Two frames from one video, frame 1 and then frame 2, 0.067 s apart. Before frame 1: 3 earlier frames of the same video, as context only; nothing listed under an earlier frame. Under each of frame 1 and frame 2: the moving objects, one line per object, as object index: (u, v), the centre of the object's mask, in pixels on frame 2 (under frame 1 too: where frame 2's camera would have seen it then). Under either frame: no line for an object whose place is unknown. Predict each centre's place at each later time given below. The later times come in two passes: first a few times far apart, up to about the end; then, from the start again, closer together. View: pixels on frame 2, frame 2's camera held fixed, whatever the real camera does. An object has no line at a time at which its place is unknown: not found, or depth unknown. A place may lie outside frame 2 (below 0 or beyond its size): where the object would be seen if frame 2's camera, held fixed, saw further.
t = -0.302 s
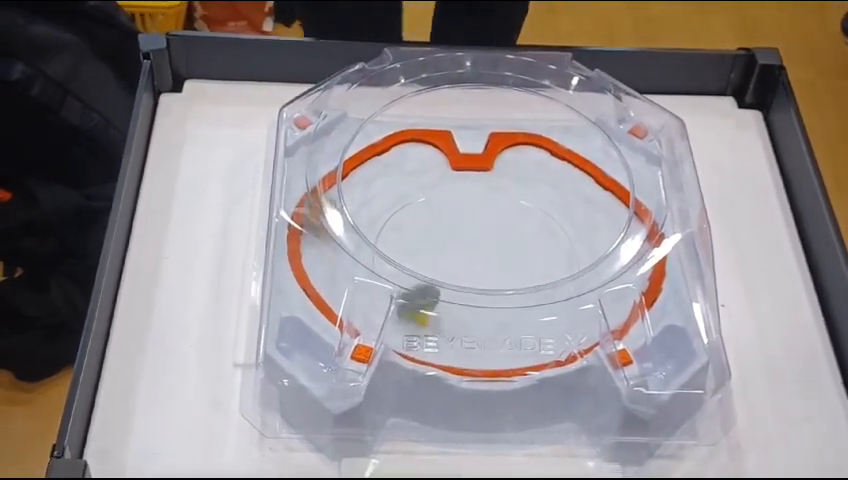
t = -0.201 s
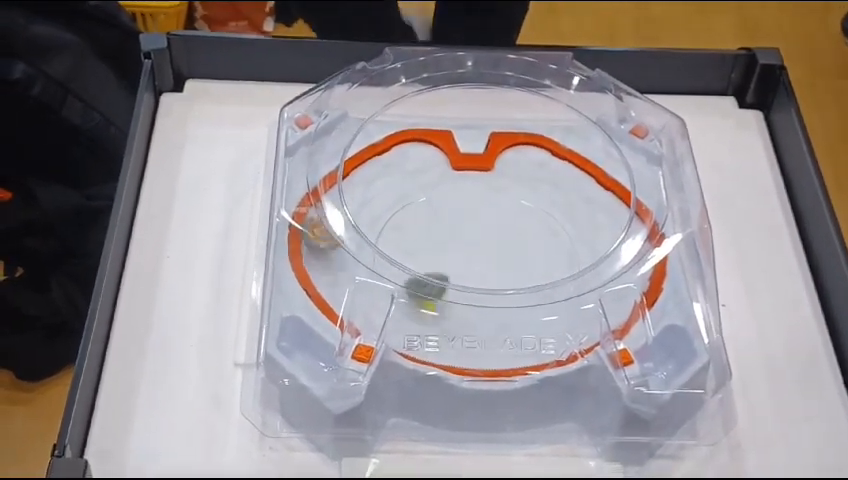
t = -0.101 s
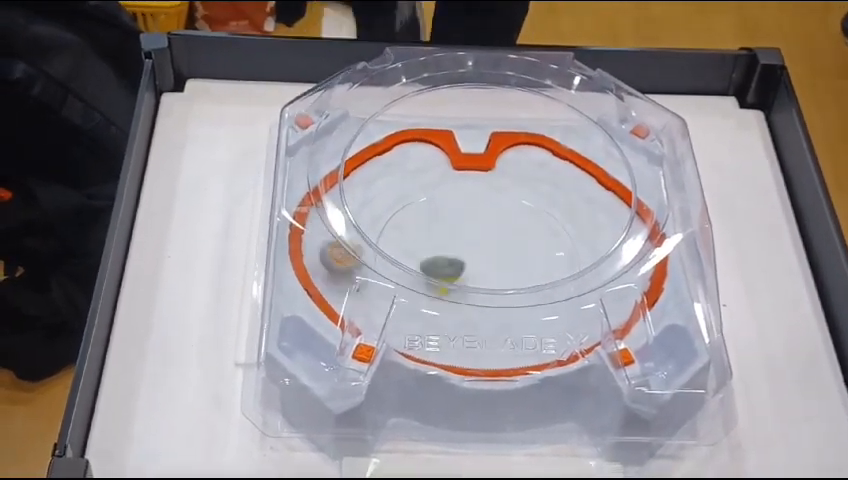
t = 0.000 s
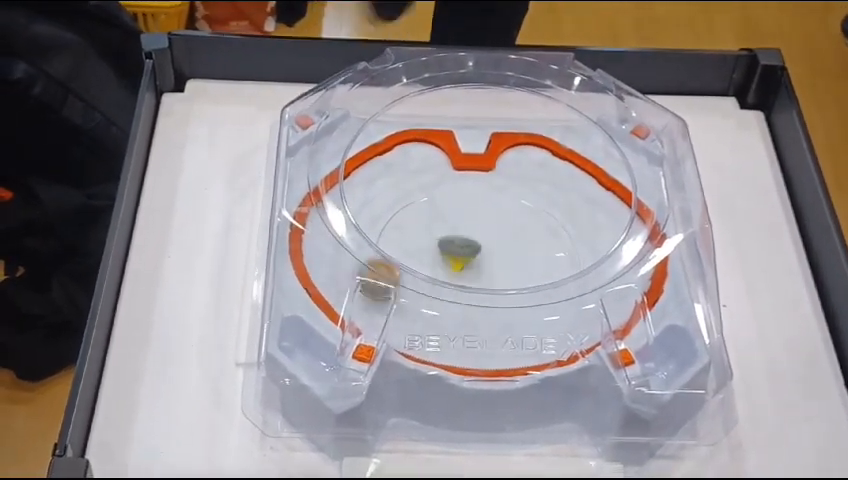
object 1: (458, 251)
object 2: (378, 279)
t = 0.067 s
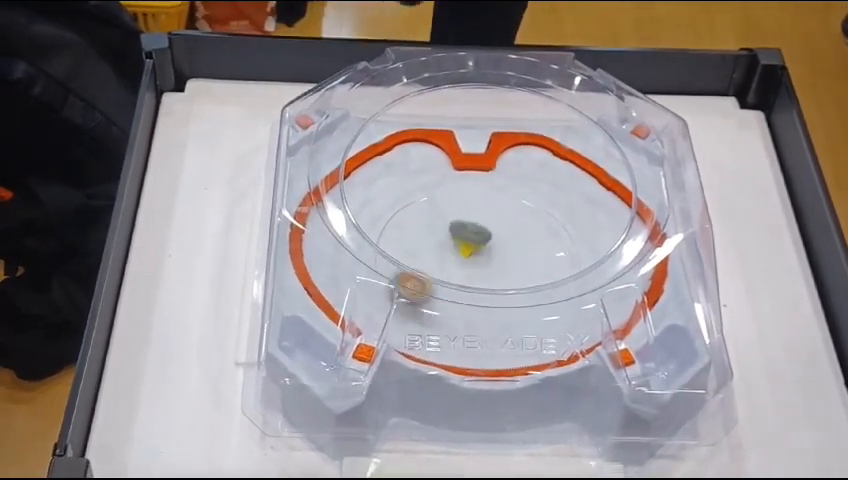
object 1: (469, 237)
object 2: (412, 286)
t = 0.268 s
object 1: (487, 207)
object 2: (536, 275)
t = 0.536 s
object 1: (485, 215)
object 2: (522, 195)
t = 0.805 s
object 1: (287, 290)
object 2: (533, 183)
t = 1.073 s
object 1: (483, 345)
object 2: (446, 279)
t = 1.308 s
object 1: (641, 276)
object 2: (441, 327)
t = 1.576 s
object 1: (620, 201)
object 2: (447, 330)
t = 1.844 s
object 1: (536, 214)
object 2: (410, 287)
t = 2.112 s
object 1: (514, 261)
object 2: (335, 170)
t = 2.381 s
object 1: (608, 290)
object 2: (367, 154)
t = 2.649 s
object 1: (628, 285)
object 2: (500, 202)
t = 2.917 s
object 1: (623, 294)
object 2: (520, 252)
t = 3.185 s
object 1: (555, 290)
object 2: (401, 248)
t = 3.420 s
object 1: (480, 249)
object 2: (418, 277)
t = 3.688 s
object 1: (467, 218)
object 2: (498, 284)
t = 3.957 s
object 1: (471, 250)
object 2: (513, 273)
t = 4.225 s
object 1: (462, 240)
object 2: (497, 279)
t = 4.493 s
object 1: (472, 235)
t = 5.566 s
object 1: (477, 249)
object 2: (471, 282)
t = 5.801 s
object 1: (487, 252)
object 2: (470, 283)
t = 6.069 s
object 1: (519, 258)
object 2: (466, 284)
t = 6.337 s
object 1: (514, 262)
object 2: (467, 284)
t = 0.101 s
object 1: (473, 230)
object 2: (431, 292)
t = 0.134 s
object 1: (477, 224)
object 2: (452, 295)
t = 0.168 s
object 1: (481, 219)
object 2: (476, 295)
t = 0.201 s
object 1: (484, 214)
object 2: (498, 291)
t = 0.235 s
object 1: (486, 210)
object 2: (518, 283)
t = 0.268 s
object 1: (487, 207)
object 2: (536, 275)
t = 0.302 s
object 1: (488, 205)
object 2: (550, 266)
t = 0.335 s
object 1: (488, 204)
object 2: (561, 252)
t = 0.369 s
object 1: (488, 203)
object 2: (568, 237)
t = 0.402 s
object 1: (488, 204)
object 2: (571, 224)
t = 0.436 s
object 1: (487, 206)
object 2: (560, 214)
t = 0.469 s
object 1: (486, 208)
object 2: (548, 207)
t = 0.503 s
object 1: (486, 212)
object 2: (535, 201)
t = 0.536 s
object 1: (485, 215)
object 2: (522, 195)
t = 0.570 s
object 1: (467, 225)
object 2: (524, 184)
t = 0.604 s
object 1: (438, 228)
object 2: (541, 173)
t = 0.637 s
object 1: (408, 237)
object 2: (558, 160)
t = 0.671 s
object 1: (375, 254)
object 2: (571, 152)
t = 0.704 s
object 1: (348, 265)
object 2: (564, 156)
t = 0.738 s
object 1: (323, 272)
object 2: (554, 167)
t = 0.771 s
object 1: (299, 280)
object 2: (544, 175)
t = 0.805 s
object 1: (287, 290)
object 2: (533, 183)
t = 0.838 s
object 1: (303, 300)
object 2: (522, 193)
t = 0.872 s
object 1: (326, 310)
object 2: (510, 205)
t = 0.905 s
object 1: (349, 318)
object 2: (498, 218)
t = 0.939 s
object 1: (370, 321)
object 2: (486, 230)
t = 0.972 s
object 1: (403, 332)
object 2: (476, 243)
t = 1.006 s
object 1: (425, 338)
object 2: (464, 255)
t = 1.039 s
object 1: (455, 342)
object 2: (454, 268)
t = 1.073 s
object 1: (483, 345)
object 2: (446, 279)
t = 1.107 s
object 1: (514, 335)
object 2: (440, 291)
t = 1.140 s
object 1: (547, 332)
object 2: (435, 302)
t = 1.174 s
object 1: (573, 326)
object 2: (433, 311)
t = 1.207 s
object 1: (596, 311)
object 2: (433, 316)
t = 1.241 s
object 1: (620, 302)
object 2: (435, 318)
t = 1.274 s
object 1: (636, 291)
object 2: (439, 323)
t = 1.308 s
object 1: (641, 276)
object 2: (441, 327)
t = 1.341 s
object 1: (644, 268)
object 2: (443, 329)
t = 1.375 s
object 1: (645, 264)
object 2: (447, 331)
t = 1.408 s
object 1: (642, 244)
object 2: (449, 331)
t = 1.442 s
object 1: (637, 225)
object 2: (452, 331)
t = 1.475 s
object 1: (634, 217)
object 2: (451, 332)
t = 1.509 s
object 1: (631, 212)
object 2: (450, 332)
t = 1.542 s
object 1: (625, 204)
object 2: (449, 332)
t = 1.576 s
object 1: (620, 201)
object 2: (447, 330)
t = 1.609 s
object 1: (614, 197)
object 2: (444, 328)
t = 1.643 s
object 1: (607, 195)
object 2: (442, 322)
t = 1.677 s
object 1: (598, 195)
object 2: (437, 317)
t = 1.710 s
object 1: (589, 198)
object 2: (432, 315)
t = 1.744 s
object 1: (577, 202)
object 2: (426, 310)
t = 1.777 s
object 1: (565, 203)
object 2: (420, 303)
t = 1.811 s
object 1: (552, 208)
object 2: (414, 296)
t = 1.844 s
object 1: (536, 214)
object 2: (410, 287)
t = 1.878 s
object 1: (520, 217)
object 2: (409, 279)
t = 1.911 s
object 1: (504, 223)
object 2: (408, 268)
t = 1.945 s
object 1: (486, 226)
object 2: (407, 258)
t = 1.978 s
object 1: (470, 229)
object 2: (408, 246)
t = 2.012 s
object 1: (456, 233)
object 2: (409, 237)
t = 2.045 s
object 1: (462, 239)
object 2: (394, 223)
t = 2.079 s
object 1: (488, 251)
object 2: (362, 192)
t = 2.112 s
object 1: (514, 261)
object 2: (335, 170)
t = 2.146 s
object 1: (538, 270)
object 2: (307, 156)
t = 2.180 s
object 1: (560, 278)
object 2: (301, 145)
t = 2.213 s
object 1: (576, 283)
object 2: (308, 144)
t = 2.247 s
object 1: (584, 284)
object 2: (316, 151)
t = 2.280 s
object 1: (590, 285)
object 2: (327, 150)
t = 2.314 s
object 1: (595, 288)
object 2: (342, 150)
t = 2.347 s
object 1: (603, 289)
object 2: (353, 154)
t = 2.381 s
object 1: (608, 290)
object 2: (367, 154)
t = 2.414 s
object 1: (613, 292)
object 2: (381, 159)
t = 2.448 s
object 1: (619, 293)
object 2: (396, 167)
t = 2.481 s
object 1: (624, 294)
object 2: (412, 170)
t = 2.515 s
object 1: (629, 293)
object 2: (428, 175)
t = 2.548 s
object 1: (631, 292)
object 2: (446, 176)
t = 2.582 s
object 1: (631, 290)
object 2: (465, 178)
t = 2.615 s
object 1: (630, 288)
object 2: (485, 193)
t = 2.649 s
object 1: (628, 285)
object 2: (500, 202)
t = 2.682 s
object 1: (626, 283)
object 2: (517, 211)
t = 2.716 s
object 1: (623, 281)
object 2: (532, 222)
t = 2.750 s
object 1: (620, 280)
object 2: (544, 232)
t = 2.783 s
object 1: (613, 278)
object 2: (554, 243)
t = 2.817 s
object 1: (607, 277)
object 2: (562, 255)
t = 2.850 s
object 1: (611, 278)
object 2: (552, 253)
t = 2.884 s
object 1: (617, 289)
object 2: (537, 256)
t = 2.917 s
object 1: (623, 294)
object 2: (520, 252)
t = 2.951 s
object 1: (622, 299)
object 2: (504, 252)
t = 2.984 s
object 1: (617, 302)
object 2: (485, 255)
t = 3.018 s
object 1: (607, 299)
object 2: (470, 253)
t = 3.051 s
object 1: (596, 297)
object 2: (452, 254)
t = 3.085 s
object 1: (587, 296)
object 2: (435, 254)
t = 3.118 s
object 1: (577, 293)
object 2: (423, 254)
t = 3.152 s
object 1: (566, 291)
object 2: (411, 252)
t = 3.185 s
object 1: (555, 290)
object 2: (401, 248)
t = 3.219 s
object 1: (542, 286)
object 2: (393, 254)
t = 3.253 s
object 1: (529, 273)
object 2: (390, 260)
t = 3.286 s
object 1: (518, 272)
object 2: (390, 263)
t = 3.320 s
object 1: (508, 268)
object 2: (394, 266)
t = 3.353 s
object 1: (499, 261)
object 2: (400, 268)
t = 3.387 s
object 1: (489, 255)
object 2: (410, 271)
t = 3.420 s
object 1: (480, 249)
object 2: (418, 277)
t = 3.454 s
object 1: (474, 244)
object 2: (427, 276)
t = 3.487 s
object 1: (468, 241)
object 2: (440, 275)
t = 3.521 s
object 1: (464, 236)
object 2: (454, 274)
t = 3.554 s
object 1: (463, 232)
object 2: (463, 279)
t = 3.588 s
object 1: (464, 225)
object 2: (473, 281)
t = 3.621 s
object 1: (465, 220)
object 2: (482, 284)
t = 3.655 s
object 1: (465, 218)
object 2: (490, 284)
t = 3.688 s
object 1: (467, 218)
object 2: (498, 284)
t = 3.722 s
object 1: (467, 219)
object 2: (505, 284)
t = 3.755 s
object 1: (467, 222)
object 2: (510, 284)
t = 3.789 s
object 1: (466, 226)
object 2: (514, 281)
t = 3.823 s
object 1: (465, 230)
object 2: (518, 277)
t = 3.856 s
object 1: (466, 236)
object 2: (519, 279)
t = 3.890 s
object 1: (467, 240)
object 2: (519, 279)
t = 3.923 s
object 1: (468, 245)
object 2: (517, 278)
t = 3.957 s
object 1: (471, 250)
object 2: (513, 273)
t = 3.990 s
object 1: (467, 249)
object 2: (515, 273)
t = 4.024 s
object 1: (465, 248)
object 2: (515, 275)
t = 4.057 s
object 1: (464, 247)
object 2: (514, 275)
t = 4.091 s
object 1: (462, 247)
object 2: (511, 276)
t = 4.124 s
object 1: (462, 246)
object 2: (507, 276)
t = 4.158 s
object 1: (461, 245)
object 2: (503, 277)
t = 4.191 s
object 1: (461, 243)
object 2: (500, 278)
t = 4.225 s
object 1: (462, 240)
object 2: (497, 279)
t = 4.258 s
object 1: (464, 239)
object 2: (495, 278)
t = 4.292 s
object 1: (465, 238)
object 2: (492, 278)
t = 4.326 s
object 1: (467, 237)
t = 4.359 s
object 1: (467, 235)
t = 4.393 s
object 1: (468, 235)
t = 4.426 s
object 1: (470, 234)
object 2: (481, 277)
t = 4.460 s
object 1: (471, 235)
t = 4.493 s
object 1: (472, 235)
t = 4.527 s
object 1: (475, 237)
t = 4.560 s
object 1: (477, 237)
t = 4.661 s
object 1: (482, 238)
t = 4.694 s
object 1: (485, 237)
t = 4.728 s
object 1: (486, 239)
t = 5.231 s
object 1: (480, 245)
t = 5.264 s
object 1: (480, 245)
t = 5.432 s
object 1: (479, 246)
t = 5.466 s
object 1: (478, 246)
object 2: (471, 282)
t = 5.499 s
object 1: (479, 247)
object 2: (471, 282)
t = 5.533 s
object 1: (478, 248)
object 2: (471, 282)
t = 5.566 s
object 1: (477, 249)
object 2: (471, 282)
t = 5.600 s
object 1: (477, 250)
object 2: (471, 282)
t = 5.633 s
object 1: (476, 249)
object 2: (470, 282)
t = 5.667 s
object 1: (478, 249)
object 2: (470, 282)
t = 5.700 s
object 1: (479, 248)
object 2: (470, 282)
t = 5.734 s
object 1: (481, 247)
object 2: (471, 282)
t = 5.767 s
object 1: (484, 251)
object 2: (470, 283)
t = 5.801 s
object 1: (487, 252)
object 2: (470, 283)
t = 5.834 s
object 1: (492, 252)
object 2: (468, 284)
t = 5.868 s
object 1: (499, 252)
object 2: (466, 284)
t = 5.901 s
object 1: (504, 251)
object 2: (465, 284)
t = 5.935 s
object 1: (508, 250)
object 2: (466, 285)
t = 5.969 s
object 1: (510, 251)
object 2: (467, 285)
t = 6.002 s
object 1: (512, 251)
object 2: (466, 285)
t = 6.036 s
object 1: (516, 254)
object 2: (466, 285)
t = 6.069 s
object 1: (519, 258)
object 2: (466, 284)
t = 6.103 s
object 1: (519, 262)
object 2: (466, 284)
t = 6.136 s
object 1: (519, 264)
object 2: (467, 285)
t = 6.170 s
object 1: (516, 265)
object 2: (466, 285)
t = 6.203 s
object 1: (515, 264)
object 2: (466, 285)
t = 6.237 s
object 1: (515, 263)
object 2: (466, 285)
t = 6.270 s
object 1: (516, 262)
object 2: (467, 285)
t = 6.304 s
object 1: (515, 262)
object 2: (467, 284)
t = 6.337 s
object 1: (514, 262)
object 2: (467, 284)
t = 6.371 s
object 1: (514, 263)
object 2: (467, 285)
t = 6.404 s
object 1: (513, 263)
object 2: (467, 285)
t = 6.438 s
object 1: (512, 263)
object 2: (467, 284)
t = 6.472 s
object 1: (512, 263)
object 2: (467, 285)
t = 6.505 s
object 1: (512, 263)
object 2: (467, 285)
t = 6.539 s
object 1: (512, 263)
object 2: (467, 285)
